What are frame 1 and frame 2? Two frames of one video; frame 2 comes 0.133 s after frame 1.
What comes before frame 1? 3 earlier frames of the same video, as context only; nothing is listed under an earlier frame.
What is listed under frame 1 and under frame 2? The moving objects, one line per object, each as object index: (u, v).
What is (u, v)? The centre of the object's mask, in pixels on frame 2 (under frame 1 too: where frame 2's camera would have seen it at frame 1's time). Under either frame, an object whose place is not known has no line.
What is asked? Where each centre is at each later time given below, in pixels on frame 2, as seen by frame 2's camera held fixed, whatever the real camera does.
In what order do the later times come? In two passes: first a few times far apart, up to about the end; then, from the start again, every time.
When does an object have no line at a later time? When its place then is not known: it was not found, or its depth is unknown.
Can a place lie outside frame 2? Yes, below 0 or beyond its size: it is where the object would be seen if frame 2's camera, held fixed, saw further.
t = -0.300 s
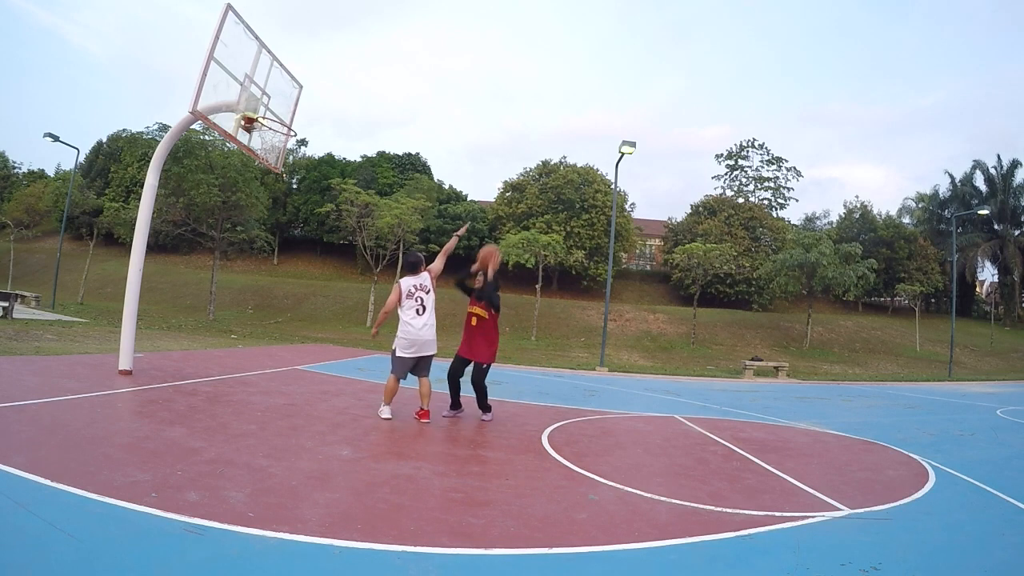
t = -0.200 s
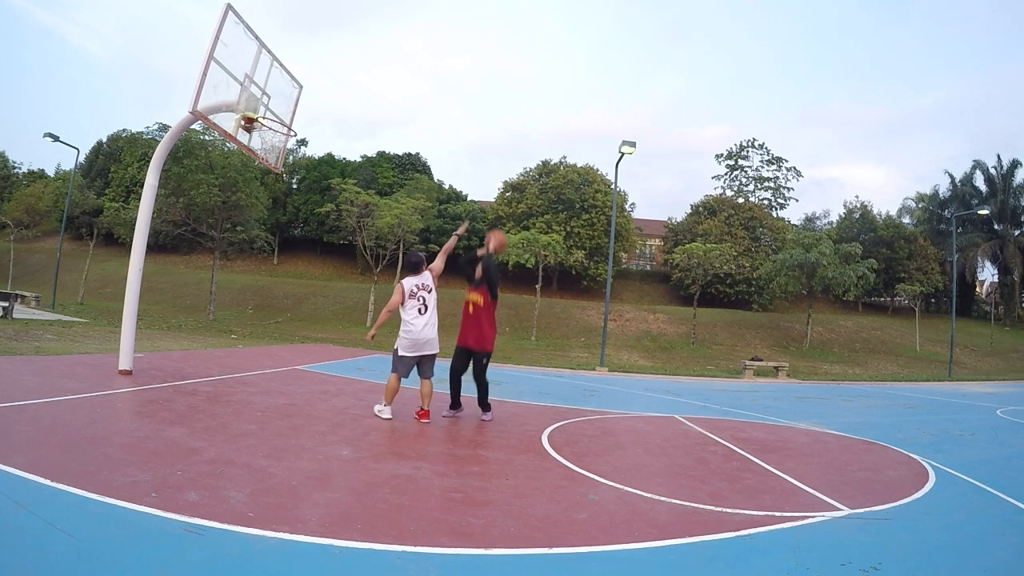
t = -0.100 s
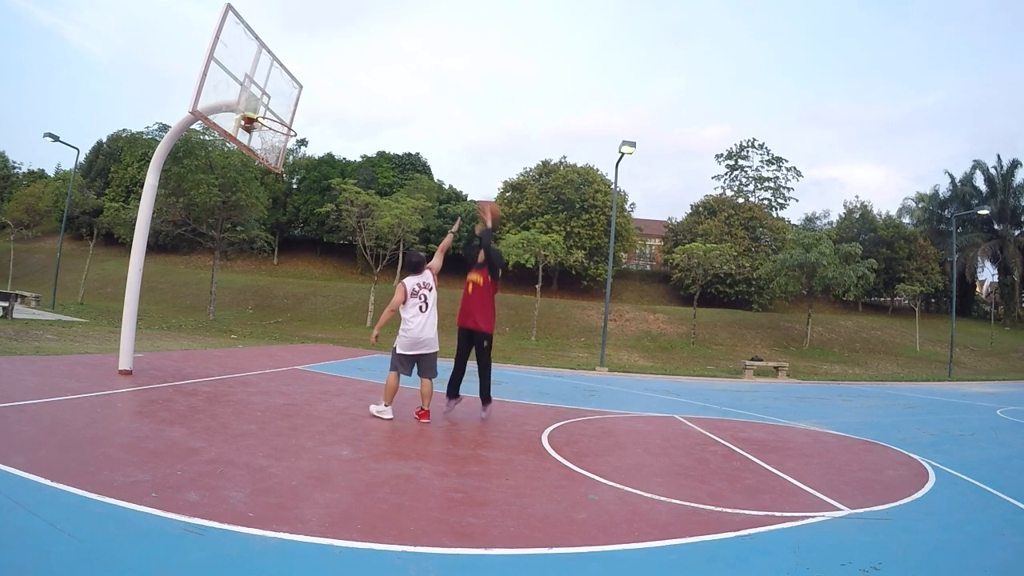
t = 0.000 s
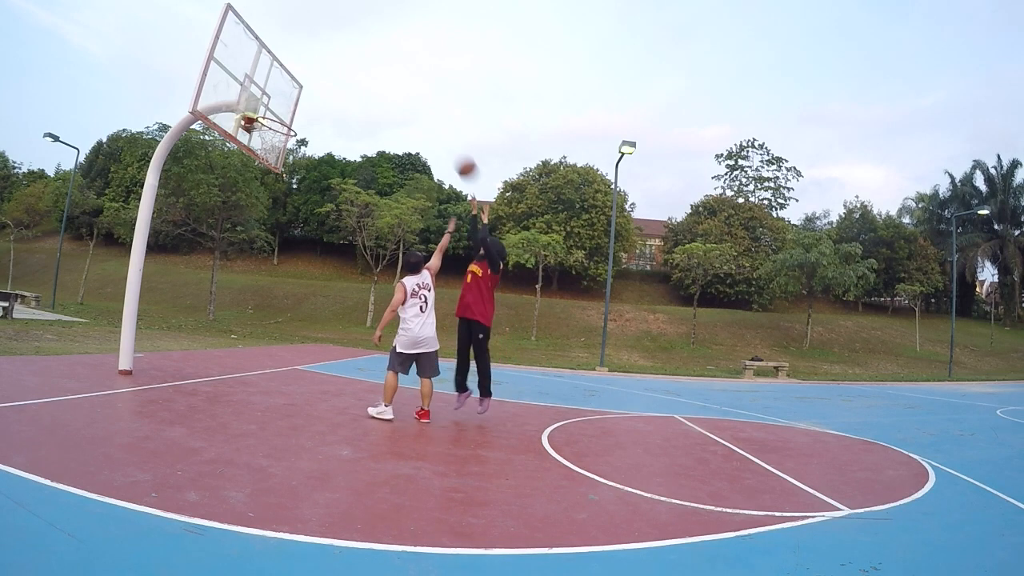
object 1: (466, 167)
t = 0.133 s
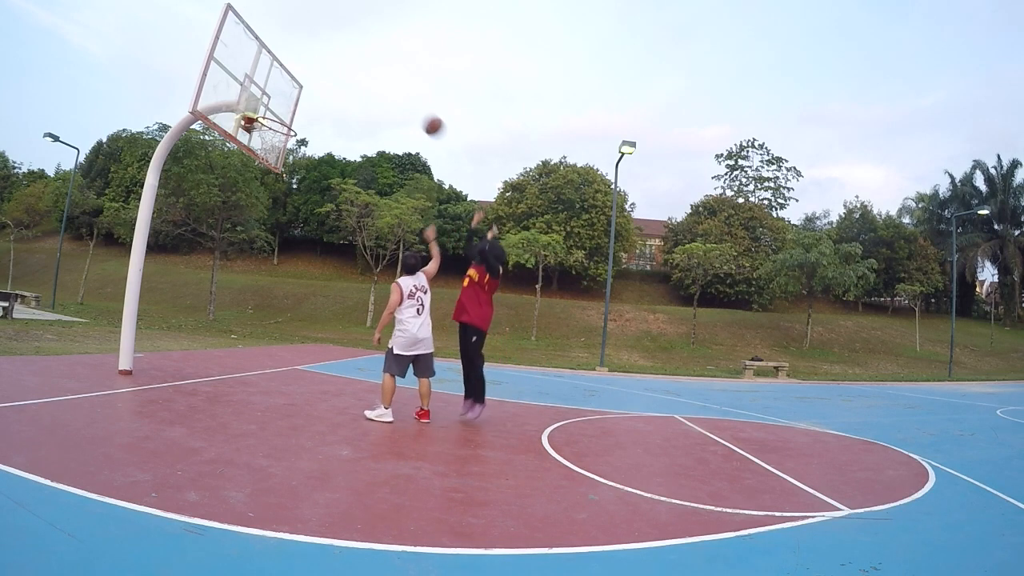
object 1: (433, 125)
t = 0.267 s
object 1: (399, 100)
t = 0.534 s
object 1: (328, 92)
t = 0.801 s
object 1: (282, 103)
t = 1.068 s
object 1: (295, 82)
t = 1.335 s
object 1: (295, 116)
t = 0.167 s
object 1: (424, 117)
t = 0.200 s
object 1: (416, 110)
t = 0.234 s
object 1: (407, 105)
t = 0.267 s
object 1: (399, 100)
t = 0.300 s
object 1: (390, 96)
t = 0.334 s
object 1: (382, 92)
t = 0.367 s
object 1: (373, 90)
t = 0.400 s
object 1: (364, 89)
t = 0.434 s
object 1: (356, 88)
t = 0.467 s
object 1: (346, 89)
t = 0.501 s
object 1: (337, 90)
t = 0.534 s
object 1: (328, 92)
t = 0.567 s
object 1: (319, 94)
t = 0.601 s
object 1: (310, 98)
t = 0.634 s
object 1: (300, 103)
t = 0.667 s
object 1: (290, 108)
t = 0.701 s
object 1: (281, 115)
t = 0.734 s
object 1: (277, 116)
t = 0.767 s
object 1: (279, 110)
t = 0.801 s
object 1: (282, 103)
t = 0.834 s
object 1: (284, 98)
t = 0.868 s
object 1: (286, 93)
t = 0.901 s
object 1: (288, 89)
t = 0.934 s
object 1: (290, 86)
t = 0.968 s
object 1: (291, 84)
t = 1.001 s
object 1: (293, 82)
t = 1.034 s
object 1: (294, 82)
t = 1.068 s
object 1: (295, 82)
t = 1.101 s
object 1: (296, 83)
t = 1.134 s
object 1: (296, 85)
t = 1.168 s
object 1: (297, 88)
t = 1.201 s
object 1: (297, 91)
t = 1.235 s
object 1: (297, 96)
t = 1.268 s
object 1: (296, 101)
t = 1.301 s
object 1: (296, 108)
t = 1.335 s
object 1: (295, 116)
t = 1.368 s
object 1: (295, 126)
